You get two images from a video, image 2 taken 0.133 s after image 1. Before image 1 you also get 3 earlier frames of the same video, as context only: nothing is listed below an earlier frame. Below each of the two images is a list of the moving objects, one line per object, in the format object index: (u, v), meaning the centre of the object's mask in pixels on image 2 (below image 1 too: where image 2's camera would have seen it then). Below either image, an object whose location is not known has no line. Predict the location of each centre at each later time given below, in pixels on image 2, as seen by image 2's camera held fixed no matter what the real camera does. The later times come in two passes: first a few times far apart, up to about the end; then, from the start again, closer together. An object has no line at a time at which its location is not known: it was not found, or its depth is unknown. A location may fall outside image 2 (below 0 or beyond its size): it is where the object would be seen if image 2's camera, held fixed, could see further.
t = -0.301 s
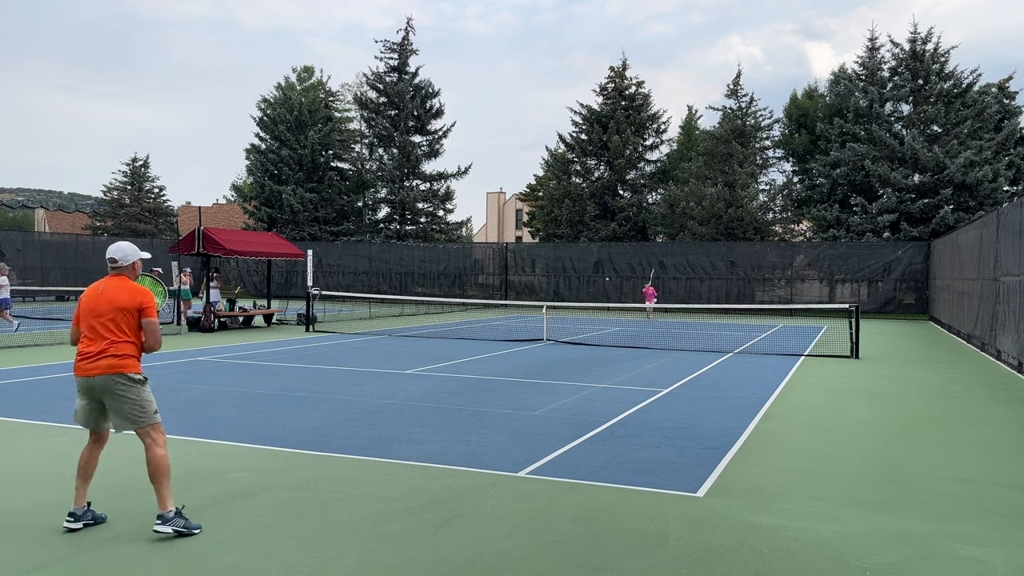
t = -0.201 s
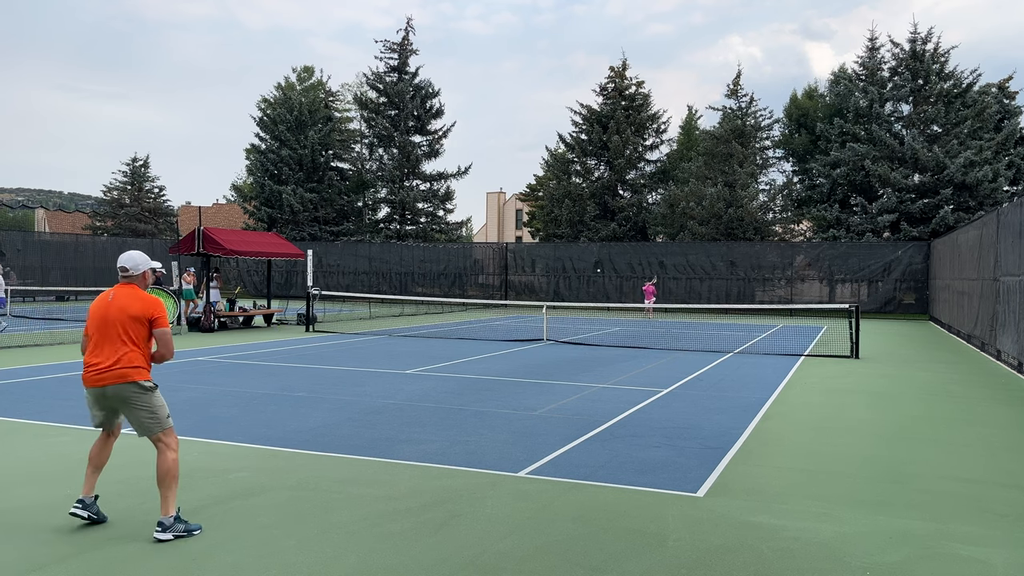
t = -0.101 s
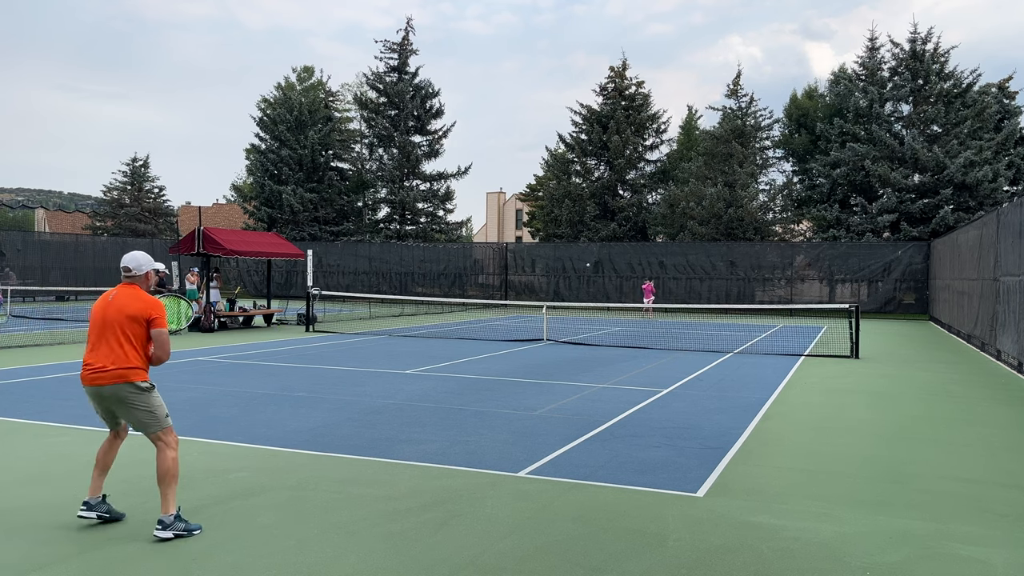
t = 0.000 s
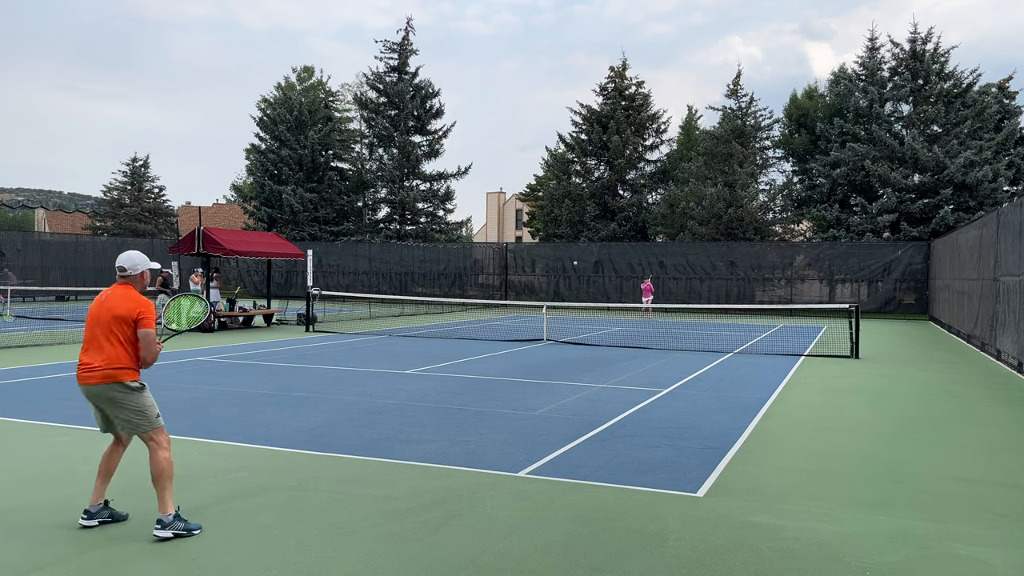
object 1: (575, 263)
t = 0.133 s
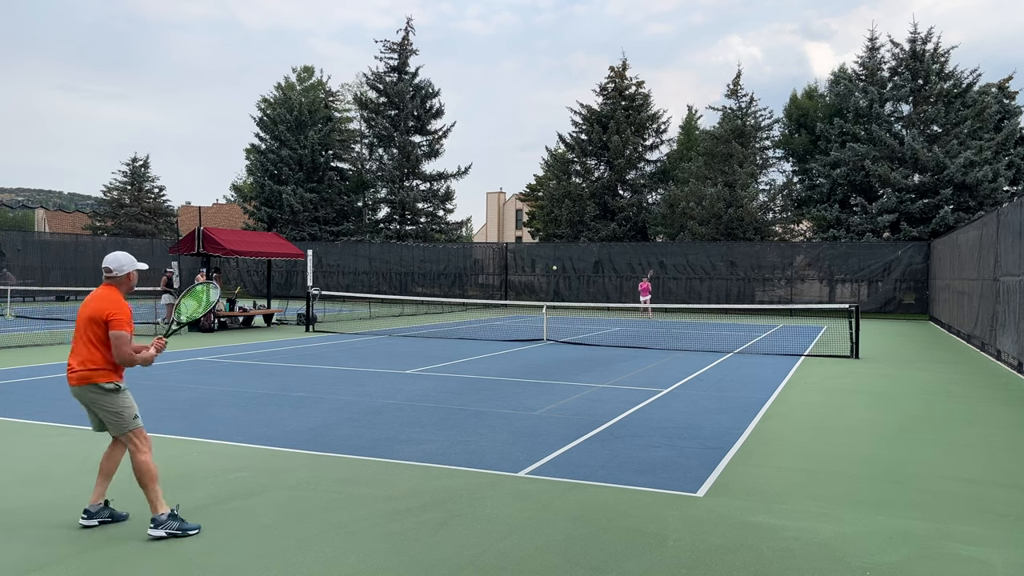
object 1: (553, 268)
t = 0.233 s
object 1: (535, 279)
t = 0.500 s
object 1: (455, 361)
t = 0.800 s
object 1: (337, 353)
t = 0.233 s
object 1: (535, 279)
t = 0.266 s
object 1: (528, 284)
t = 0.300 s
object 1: (519, 291)
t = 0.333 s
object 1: (511, 298)
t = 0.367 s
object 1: (502, 307)
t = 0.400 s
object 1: (492, 318)
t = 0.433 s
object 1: (480, 330)
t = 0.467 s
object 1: (469, 344)
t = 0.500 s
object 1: (455, 361)
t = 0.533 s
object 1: (441, 380)
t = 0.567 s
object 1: (425, 402)
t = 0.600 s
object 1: (412, 406)
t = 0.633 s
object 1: (402, 396)
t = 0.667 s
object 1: (390, 384)
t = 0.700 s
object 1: (378, 376)
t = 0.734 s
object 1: (365, 367)
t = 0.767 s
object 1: (352, 359)
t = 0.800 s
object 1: (337, 353)
